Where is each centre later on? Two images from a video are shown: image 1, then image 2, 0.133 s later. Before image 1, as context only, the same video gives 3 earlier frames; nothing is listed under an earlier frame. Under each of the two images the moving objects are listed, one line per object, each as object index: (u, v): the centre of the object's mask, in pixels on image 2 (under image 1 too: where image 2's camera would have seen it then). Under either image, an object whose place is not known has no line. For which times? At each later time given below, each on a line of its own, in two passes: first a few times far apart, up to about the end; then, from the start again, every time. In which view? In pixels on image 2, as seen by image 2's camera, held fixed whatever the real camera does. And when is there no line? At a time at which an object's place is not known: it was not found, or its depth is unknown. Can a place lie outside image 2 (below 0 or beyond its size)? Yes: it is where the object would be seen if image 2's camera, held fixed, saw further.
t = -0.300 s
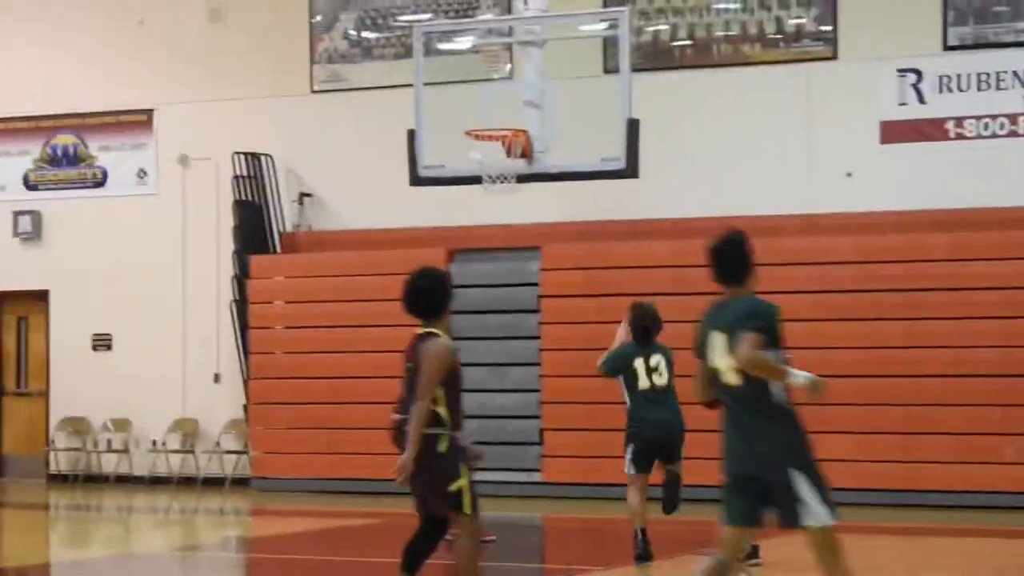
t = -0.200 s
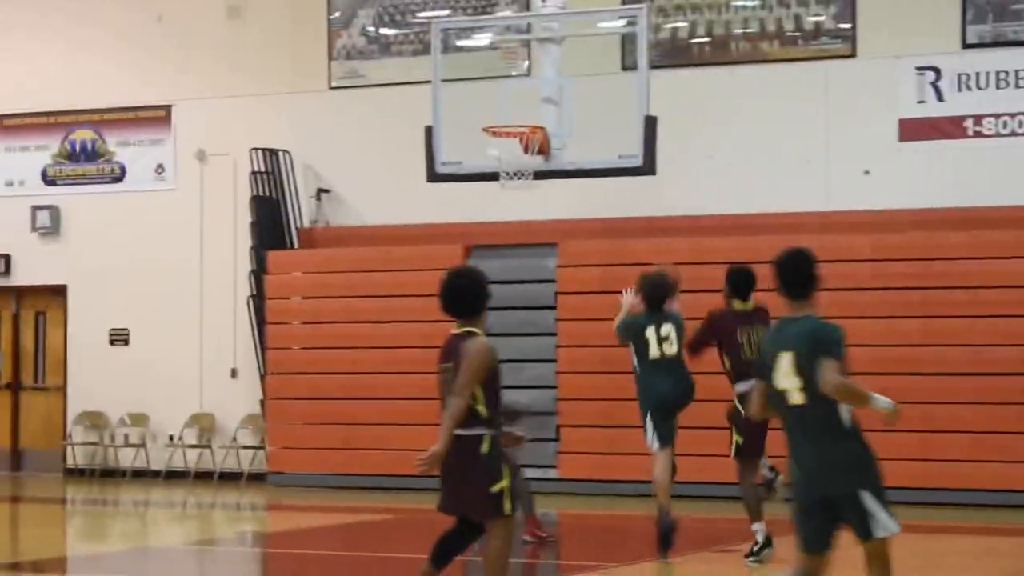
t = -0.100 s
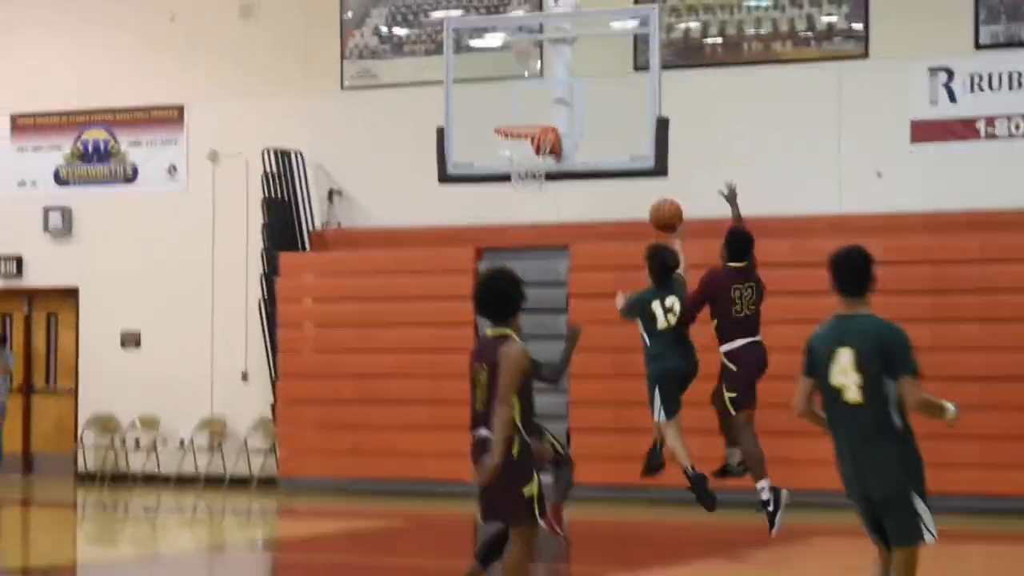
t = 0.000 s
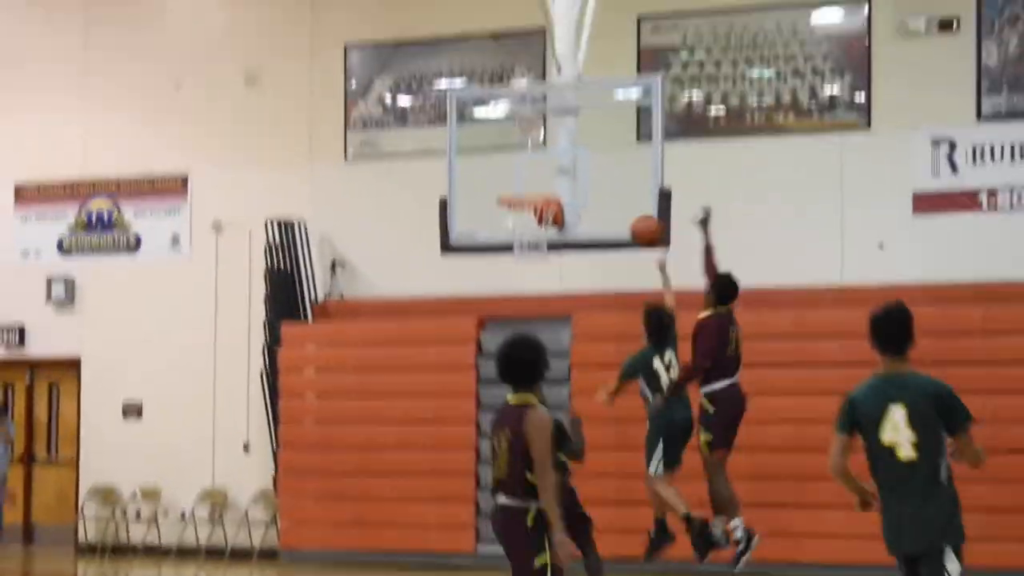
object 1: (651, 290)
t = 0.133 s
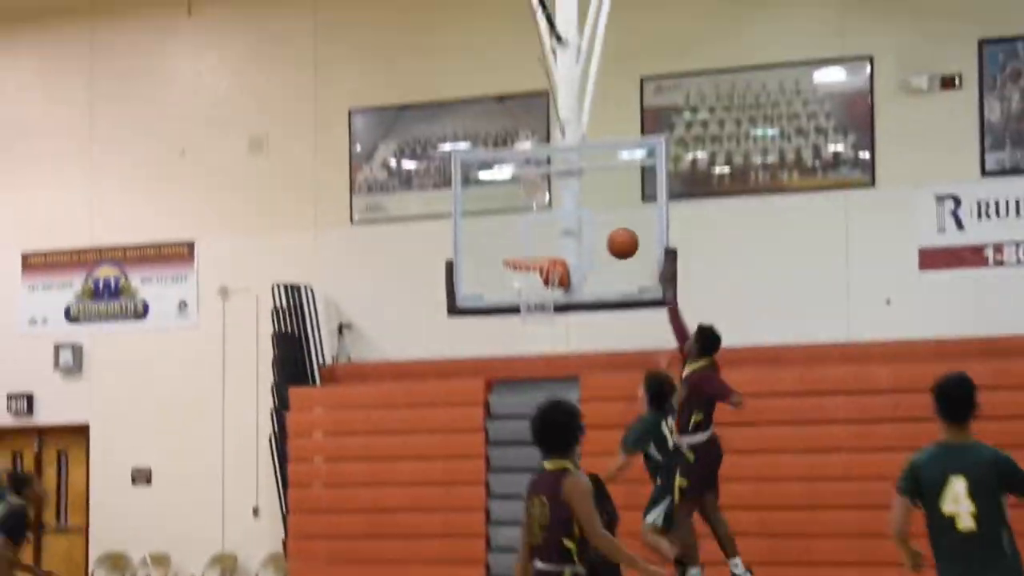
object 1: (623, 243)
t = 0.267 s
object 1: (596, 223)
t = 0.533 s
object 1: (524, 244)
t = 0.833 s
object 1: (541, 253)
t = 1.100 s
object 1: (537, 292)
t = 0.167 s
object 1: (615, 236)
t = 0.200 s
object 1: (609, 230)
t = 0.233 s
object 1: (602, 225)
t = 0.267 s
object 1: (596, 223)
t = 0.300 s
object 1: (588, 220)
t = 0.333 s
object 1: (579, 220)
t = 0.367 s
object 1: (570, 220)
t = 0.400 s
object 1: (561, 221)
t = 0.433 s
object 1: (551, 223)
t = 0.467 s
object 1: (542, 228)
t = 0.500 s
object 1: (533, 236)
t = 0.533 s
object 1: (524, 244)
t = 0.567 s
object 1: (521, 247)
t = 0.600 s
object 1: (524, 245)
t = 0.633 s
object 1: (528, 244)
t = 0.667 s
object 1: (531, 245)
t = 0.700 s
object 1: (534, 246)
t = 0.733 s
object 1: (538, 248)
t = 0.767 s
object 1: (541, 252)
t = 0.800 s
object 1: (543, 253)
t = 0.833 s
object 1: (541, 253)
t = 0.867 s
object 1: (538, 253)
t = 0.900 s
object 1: (535, 254)
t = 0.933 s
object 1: (533, 255)
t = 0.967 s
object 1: (530, 269)
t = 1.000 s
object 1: (530, 275)
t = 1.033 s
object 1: (532, 281)
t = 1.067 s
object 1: (534, 288)
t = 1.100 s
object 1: (537, 292)
